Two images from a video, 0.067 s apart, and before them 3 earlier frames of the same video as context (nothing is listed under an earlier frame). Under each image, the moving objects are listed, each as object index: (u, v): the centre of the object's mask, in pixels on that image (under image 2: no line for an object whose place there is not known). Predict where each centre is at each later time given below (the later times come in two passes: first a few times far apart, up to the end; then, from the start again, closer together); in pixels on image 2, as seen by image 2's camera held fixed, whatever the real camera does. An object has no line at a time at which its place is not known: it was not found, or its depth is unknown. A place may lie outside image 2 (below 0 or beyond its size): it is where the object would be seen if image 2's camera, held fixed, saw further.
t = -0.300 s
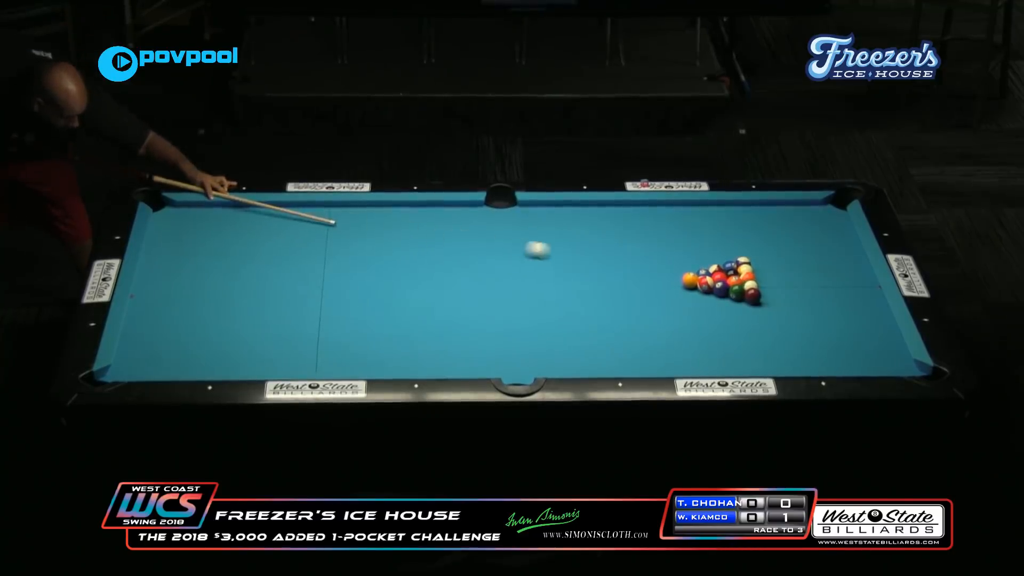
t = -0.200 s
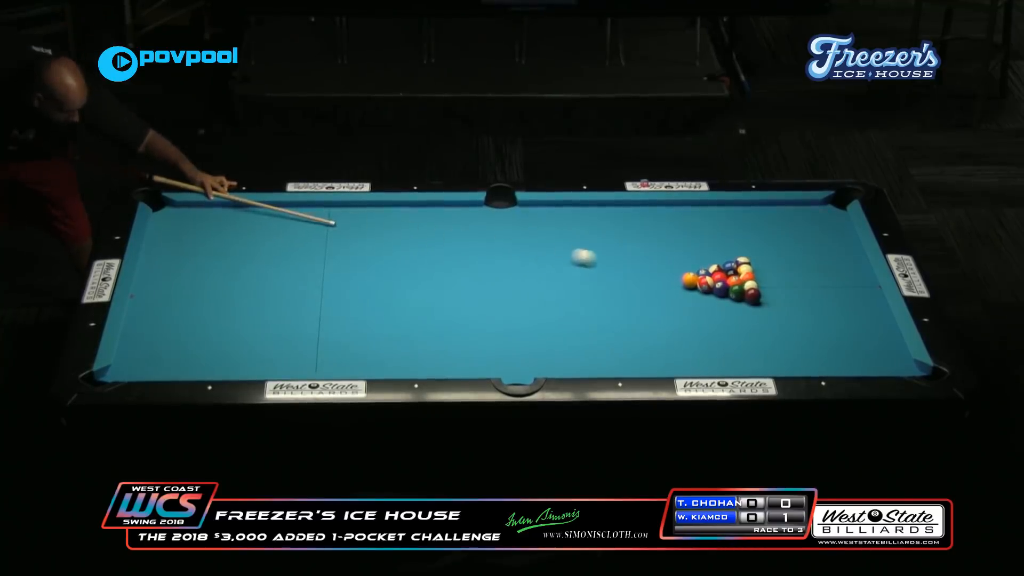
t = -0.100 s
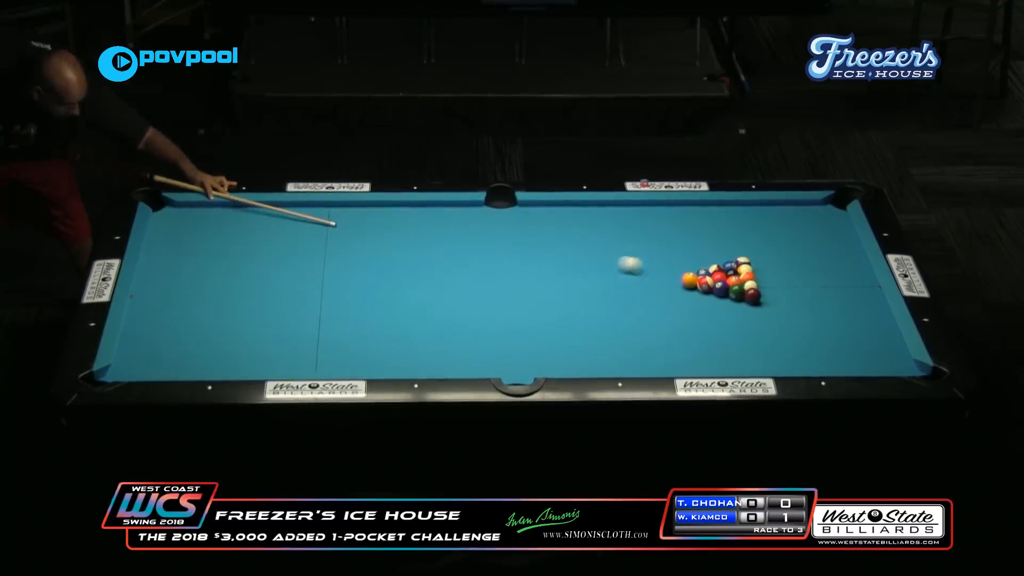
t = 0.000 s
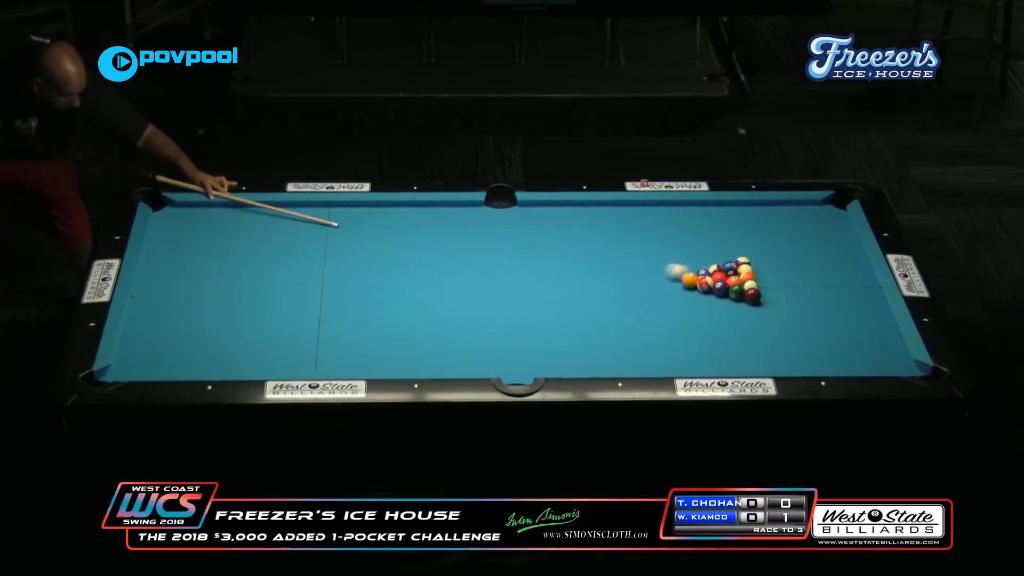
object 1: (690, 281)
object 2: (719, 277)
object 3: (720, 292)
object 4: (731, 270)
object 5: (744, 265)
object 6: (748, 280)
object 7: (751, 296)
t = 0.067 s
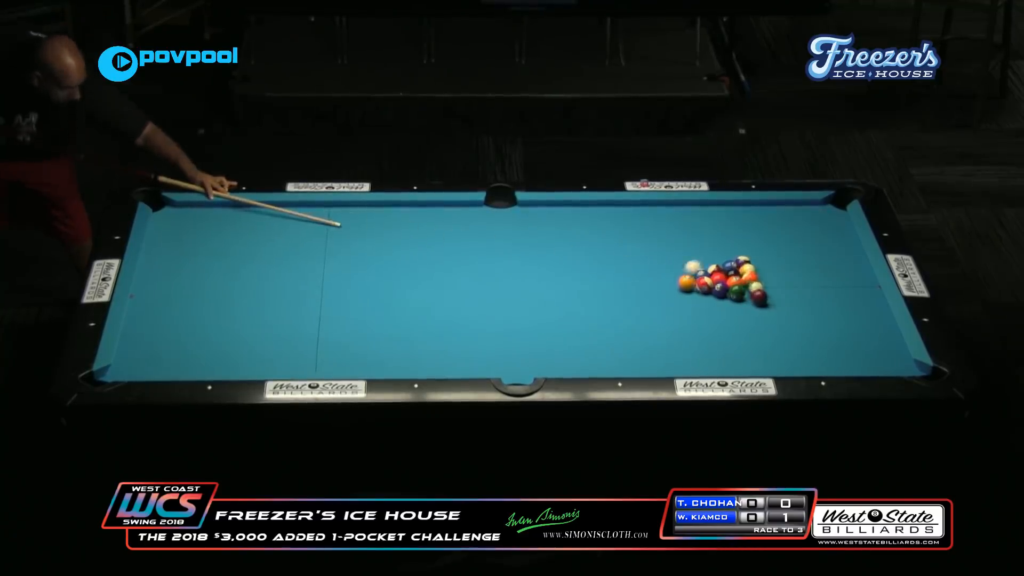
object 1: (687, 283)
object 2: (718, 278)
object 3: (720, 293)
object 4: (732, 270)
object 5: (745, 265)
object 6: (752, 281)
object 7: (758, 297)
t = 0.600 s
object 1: (658, 305)
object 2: (717, 285)
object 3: (714, 298)
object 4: (742, 276)
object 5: (778, 266)
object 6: (774, 280)
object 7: (815, 309)
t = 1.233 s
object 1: (627, 328)
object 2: (716, 290)
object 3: (709, 302)
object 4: (745, 277)
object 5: (804, 264)
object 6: (792, 280)
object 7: (873, 323)
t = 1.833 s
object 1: (602, 347)
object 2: (716, 291)
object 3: (709, 303)
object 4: (745, 277)
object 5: (821, 262)
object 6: (801, 280)
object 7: (879, 336)
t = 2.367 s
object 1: (582, 361)
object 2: (716, 292)
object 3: (709, 303)
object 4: (745, 277)
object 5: (828, 261)
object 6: (802, 280)
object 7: (866, 344)
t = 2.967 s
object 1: (568, 366)
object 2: (717, 292)
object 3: (709, 304)
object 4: (746, 277)
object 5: (829, 261)
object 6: (802, 280)
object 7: (859, 349)
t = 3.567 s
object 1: (562, 362)
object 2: (717, 292)
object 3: (710, 303)
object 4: (746, 277)
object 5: (829, 261)
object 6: (802, 280)
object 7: (857, 350)
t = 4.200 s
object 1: (560, 361)
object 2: (717, 292)
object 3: (710, 303)
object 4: (746, 277)
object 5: (830, 260)
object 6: (802, 279)
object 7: (857, 350)
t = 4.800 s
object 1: (560, 361)
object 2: (717, 292)
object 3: (709, 303)
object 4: (746, 277)
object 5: (829, 260)
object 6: (802, 280)
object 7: (856, 350)
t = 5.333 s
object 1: (560, 362)
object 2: (716, 292)
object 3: (709, 303)
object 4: (746, 277)
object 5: (829, 261)
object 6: (802, 280)
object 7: (856, 350)
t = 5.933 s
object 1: (559, 361)
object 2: (716, 292)
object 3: (709, 303)
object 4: (745, 277)
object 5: (829, 260)
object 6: (801, 279)
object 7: (856, 350)
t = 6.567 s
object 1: (560, 361)
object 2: (717, 292)
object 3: (709, 303)
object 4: (746, 277)
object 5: (829, 260)
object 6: (802, 279)
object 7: (856, 349)
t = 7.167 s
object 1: (560, 361)
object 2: (717, 291)
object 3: (709, 303)
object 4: (746, 277)
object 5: (829, 260)
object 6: (802, 279)
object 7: (856, 349)
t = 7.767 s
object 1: (560, 361)
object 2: (717, 291)
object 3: (709, 303)
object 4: (745, 277)
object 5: (829, 260)
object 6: (802, 279)
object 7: (856, 349)
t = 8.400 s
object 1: (560, 361)
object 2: (716, 291)
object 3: (709, 303)
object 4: (745, 277)
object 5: (829, 260)
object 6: (801, 279)
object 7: (856, 349)
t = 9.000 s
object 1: (559, 361)
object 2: (716, 291)
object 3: (708, 303)
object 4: (745, 277)
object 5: (829, 260)
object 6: (801, 279)
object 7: (855, 349)
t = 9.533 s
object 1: (559, 361)
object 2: (716, 292)
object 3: (708, 303)
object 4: (745, 277)
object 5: (828, 260)
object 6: (801, 279)
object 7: (855, 349)
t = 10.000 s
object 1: (559, 361)
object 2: (716, 292)
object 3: (708, 303)
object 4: (745, 277)
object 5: (829, 260)
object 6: (801, 279)
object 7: (855, 349)
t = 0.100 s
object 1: (685, 284)
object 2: (718, 278)
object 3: (719, 294)
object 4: (731, 270)
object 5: (747, 265)
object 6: (754, 281)
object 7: (762, 298)
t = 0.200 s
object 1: (680, 289)
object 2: (718, 280)
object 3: (717, 294)
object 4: (732, 271)
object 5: (755, 267)
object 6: (756, 280)
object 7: (773, 300)
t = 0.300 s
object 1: (674, 293)
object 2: (717, 281)
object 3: (716, 295)
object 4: (738, 274)
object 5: (761, 267)
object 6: (761, 280)
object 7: (784, 304)
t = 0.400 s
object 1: (669, 297)
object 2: (717, 283)
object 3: (715, 297)
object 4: (740, 274)
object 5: (767, 267)
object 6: (766, 280)
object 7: (795, 305)
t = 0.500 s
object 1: (663, 301)
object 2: (717, 284)
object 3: (714, 299)
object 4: (741, 275)
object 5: (773, 266)
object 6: (769, 280)
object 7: (804, 307)
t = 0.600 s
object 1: (658, 305)
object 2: (717, 285)
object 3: (714, 298)
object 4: (742, 276)
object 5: (778, 266)
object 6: (774, 280)
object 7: (815, 309)
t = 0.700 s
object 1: (653, 309)
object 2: (716, 286)
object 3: (713, 299)
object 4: (743, 276)
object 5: (782, 266)
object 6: (777, 280)
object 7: (824, 311)
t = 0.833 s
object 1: (646, 314)
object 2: (716, 287)
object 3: (712, 300)
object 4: (744, 277)
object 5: (788, 265)
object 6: (782, 281)
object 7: (838, 315)
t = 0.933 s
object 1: (642, 318)
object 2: (716, 288)
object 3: (712, 301)
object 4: (745, 277)
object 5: (793, 265)
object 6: (785, 280)
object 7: (846, 316)
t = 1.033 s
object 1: (637, 321)
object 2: (716, 289)
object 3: (711, 300)
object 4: (745, 277)
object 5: (797, 265)
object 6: (787, 280)
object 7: (856, 319)
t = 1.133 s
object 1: (632, 325)
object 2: (716, 289)
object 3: (710, 301)
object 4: (745, 277)
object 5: (800, 264)
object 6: (790, 280)
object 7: (865, 321)
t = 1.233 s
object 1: (627, 328)
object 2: (716, 290)
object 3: (709, 302)
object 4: (745, 277)
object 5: (804, 264)
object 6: (792, 280)
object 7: (873, 323)
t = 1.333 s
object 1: (623, 332)
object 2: (716, 290)
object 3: (709, 302)
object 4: (745, 277)
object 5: (807, 264)
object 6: (794, 280)
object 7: (882, 325)
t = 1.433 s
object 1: (618, 335)
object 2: (716, 291)
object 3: (709, 303)
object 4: (745, 277)
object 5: (810, 263)
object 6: (796, 280)
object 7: (889, 329)
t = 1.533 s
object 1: (614, 338)
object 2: (716, 291)
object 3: (709, 303)
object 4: (745, 277)
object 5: (813, 263)
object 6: (798, 280)
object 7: (888, 331)
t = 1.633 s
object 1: (610, 341)
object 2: (716, 291)
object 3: (709, 303)
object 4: (745, 277)
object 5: (816, 262)
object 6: (799, 280)
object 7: (884, 333)
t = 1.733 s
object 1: (606, 345)
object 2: (716, 291)
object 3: (709, 303)
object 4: (745, 277)
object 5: (818, 262)
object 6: (800, 280)
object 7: (882, 334)
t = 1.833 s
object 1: (602, 347)
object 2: (716, 291)
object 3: (709, 303)
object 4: (745, 277)
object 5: (821, 262)
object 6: (801, 280)
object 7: (879, 336)
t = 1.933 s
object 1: (598, 350)
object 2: (716, 292)
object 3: (709, 303)
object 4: (745, 277)
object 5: (822, 262)
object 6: (801, 280)
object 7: (876, 338)
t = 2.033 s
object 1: (594, 353)
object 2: (716, 292)
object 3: (709, 303)
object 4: (745, 277)
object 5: (824, 262)
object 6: (801, 280)
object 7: (874, 339)
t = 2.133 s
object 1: (590, 356)
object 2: (716, 292)
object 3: (709, 303)
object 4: (745, 277)
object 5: (825, 261)
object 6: (801, 280)
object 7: (871, 340)
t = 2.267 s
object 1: (586, 359)
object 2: (716, 292)
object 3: (709, 303)
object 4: (745, 277)
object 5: (827, 261)
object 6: (802, 280)
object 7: (869, 343)
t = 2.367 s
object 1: (582, 361)
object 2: (716, 292)
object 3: (709, 303)
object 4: (745, 277)
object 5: (828, 261)
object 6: (802, 280)
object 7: (866, 344)
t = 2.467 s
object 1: (579, 363)
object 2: (716, 292)
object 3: (709, 303)
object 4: (745, 277)
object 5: (829, 261)
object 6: (802, 280)
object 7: (865, 345)
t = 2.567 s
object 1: (576, 364)
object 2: (716, 292)
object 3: (709, 303)
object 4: (745, 277)
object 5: (829, 261)
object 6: (802, 280)
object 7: (863, 346)
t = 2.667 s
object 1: (574, 365)
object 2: (716, 292)
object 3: (709, 303)
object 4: (745, 277)
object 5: (829, 261)
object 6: (802, 280)
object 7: (862, 347)
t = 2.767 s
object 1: (571, 366)
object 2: (717, 292)
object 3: (709, 303)
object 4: (746, 277)
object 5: (829, 261)
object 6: (802, 280)
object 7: (861, 348)
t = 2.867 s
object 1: (570, 366)
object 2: (717, 292)
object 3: (709, 303)
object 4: (746, 277)
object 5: (829, 261)
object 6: (802, 280)
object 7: (860, 349)
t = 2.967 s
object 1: (568, 366)
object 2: (717, 292)
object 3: (709, 304)
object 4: (746, 277)
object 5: (829, 261)
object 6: (802, 280)
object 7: (859, 349)
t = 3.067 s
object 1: (567, 365)
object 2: (717, 292)
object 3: (709, 304)
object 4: (746, 277)
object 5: (829, 261)
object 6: (802, 280)
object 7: (858, 349)
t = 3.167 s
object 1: (565, 364)
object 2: (717, 292)
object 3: (709, 304)
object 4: (746, 277)
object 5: (829, 261)
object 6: (802, 280)
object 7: (858, 350)
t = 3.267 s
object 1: (564, 363)
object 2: (717, 292)
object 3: (709, 304)
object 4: (746, 277)
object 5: (829, 261)
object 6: (802, 280)
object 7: (857, 350)
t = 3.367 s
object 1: (563, 363)
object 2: (717, 292)
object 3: (709, 304)
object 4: (746, 277)
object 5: (829, 261)
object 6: (802, 280)
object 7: (857, 350)
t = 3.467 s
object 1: (563, 363)
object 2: (717, 292)
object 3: (709, 304)
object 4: (746, 277)
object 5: (829, 261)
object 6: (802, 280)
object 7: (857, 350)
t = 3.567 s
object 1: (562, 362)
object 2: (717, 292)
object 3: (710, 303)
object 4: (746, 277)
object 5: (829, 261)
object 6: (802, 280)
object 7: (857, 350)
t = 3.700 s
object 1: (561, 362)
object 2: (717, 292)
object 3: (710, 303)
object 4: (746, 277)
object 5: (829, 260)
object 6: (802, 280)
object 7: (856, 350)
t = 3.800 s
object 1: (561, 362)
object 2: (717, 292)
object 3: (710, 303)
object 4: (746, 277)
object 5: (829, 260)
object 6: (802, 279)
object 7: (857, 350)
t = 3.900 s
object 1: (561, 362)
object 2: (717, 292)
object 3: (710, 303)
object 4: (746, 277)
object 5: (829, 260)
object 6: (802, 280)
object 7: (857, 350)
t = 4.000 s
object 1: (560, 361)
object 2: (717, 292)
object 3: (710, 303)
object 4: (746, 277)
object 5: (829, 260)
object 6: (802, 279)
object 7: (857, 350)
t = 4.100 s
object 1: (560, 361)
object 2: (717, 292)
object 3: (710, 303)
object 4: (746, 277)
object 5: (829, 260)
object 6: (802, 279)
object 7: (857, 350)
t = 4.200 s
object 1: (560, 361)
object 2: (717, 292)
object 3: (710, 303)
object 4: (746, 277)
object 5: (830, 260)
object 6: (802, 279)
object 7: (857, 350)
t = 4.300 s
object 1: (560, 361)
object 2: (717, 292)
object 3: (710, 303)
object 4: (746, 277)
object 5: (830, 260)
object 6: (802, 279)
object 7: (857, 350)
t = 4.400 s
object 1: (560, 361)
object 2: (717, 292)
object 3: (709, 303)
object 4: (746, 277)
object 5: (830, 260)
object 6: (802, 279)
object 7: (856, 350)
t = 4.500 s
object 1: (560, 361)
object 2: (717, 292)
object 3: (709, 303)
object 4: (746, 277)
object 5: (829, 260)
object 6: (802, 279)
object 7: (856, 350)
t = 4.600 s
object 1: (560, 361)
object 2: (717, 292)
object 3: (709, 303)
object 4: (746, 277)
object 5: (829, 260)
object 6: (802, 279)
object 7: (856, 350)
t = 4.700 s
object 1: (560, 362)
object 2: (717, 292)
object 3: (709, 303)
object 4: (746, 277)
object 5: (829, 260)
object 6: (802, 279)
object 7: (856, 350)
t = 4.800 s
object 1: (560, 361)
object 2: (717, 292)
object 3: (709, 303)
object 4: (746, 277)
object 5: (829, 260)
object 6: (802, 280)
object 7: (856, 350)
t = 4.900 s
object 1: (560, 361)
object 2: (717, 292)
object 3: (709, 303)
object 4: (746, 277)
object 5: (829, 260)
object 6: (802, 280)
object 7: (856, 350)
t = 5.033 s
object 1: (560, 362)
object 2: (717, 292)
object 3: (709, 303)
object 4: (746, 277)
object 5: (829, 260)
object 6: (802, 279)
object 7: (856, 350)
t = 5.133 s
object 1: (560, 362)
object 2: (717, 292)
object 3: (709, 303)
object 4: (746, 277)
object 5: (829, 260)
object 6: (802, 280)
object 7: (856, 350)
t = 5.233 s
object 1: (560, 362)
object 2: (716, 292)
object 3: (709, 303)
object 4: (746, 277)
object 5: (829, 260)
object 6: (802, 279)
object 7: (856, 350)
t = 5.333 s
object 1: (560, 362)
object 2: (716, 292)
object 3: (709, 303)
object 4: (746, 277)
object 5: (829, 261)
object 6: (802, 280)
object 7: (856, 350)
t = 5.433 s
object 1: (560, 362)
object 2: (716, 292)
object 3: (709, 303)
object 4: (746, 277)
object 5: (829, 260)
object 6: (802, 280)
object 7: (856, 350)
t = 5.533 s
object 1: (560, 361)
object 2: (716, 292)
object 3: (709, 303)
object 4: (746, 277)
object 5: (829, 260)
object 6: (802, 280)
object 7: (856, 350)
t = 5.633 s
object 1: (560, 361)
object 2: (716, 292)
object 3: (708, 303)
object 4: (745, 277)
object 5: (829, 260)
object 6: (801, 279)
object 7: (856, 350)
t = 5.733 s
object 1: (559, 361)
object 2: (716, 292)
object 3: (709, 303)
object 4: (745, 277)
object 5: (829, 260)
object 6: (801, 279)
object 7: (856, 350)
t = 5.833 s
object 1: (559, 361)
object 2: (716, 292)
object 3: (709, 303)
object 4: (745, 277)
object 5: (829, 260)
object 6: (801, 279)
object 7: (856, 350)
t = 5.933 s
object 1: (559, 361)
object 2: (716, 292)
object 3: (709, 303)
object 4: (745, 277)
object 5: (829, 260)
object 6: (801, 279)
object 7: (856, 350)
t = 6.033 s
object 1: (559, 361)
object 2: (716, 292)
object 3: (709, 303)
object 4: (745, 276)
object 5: (829, 260)
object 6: (801, 279)
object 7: (856, 349)
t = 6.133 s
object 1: (560, 361)
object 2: (716, 292)
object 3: (709, 303)
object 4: (745, 277)
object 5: (829, 260)
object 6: (801, 279)
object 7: (856, 350)
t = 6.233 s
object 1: (559, 361)
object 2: (716, 292)
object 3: (709, 303)
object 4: (745, 277)
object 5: (829, 260)
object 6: (801, 279)
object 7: (856, 349)
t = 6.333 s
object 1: (560, 361)
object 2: (716, 292)
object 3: (709, 303)
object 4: (746, 277)
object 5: (829, 260)
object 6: (802, 279)
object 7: (856, 349)
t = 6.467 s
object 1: (560, 361)
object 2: (717, 292)
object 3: (709, 303)
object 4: (746, 277)
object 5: (829, 260)
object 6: (802, 279)
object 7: (856, 349)
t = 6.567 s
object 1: (560, 361)
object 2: (717, 292)
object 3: (709, 303)
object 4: (746, 277)
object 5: (829, 260)
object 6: (802, 279)
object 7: (856, 349)
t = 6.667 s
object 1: (560, 361)
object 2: (717, 292)
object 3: (709, 303)
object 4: (746, 277)
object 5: (829, 260)
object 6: (802, 279)
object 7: (856, 349)
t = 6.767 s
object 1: (560, 361)
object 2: (717, 292)
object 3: (710, 303)
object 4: (746, 277)
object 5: (830, 260)
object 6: (802, 279)
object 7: (856, 349)
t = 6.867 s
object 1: (560, 361)
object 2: (717, 292)
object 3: (709, 303)
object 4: (746, 277)
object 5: (829, 260)
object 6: (802, 279)
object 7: (856, 349)
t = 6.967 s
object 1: (560, 361)
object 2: (717, 292)
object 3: (709, 303)
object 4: (746, 277)
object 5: (829, 260)
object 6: (802, 279)
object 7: (856, 349)
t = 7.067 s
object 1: (560, 361)
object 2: (717, 291)
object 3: (709, 303)
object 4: (746, 277)
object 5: (829, 260)
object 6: (802, 279)
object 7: (856, 349)
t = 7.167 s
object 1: (560, 361)
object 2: (717, 291)
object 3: (709, 303)
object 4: (746, 277)
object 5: (829, 260)
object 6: (802, 279)
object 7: (856, 349)
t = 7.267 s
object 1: (560, 361)
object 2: (717, 292)
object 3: (709, 303)
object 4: (746, 277)
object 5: (829, 260)
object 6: (802, 279)
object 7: (856, 349)
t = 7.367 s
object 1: (560, 361)
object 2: (717, 291)
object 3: (709, 303)
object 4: (746, 277)
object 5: (829, 260)
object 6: (802, 279)
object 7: (856, 349)
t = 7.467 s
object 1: (560, 361)
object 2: (717, 291)
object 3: (709, 303)
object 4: (746, 277)
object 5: (829, 260)
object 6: (802, 279)
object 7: (856, 349)
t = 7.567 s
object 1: (560, 360)
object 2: (717, 291)
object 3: (709, 303)
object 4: (746, 277)
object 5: (829, 260)
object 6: (802, 279)
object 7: (856, 349)
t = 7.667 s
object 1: (560, 361)
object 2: (717, 291)
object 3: (709, 303)
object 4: (745, 277)
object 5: (829, 260)
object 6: (802, 279)
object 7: (856, 349)
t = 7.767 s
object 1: (560, 361)
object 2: (717, 291)
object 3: (709, 303)
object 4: (745, 277)
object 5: (829, 260)
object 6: (802, 279)
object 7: (856, 349)
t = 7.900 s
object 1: (560, 360)
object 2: (716, 291)
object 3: (709, 303)
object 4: (746, 277)
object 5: (829, 260)
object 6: (802, 279)
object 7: (856, 349)
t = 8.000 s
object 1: (560, 361)
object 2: (716, 291)
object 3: (709, 303)
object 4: (746, 277)
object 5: (829, 260)
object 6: (802, 279)
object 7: (856, 349)
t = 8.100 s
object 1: (560, 361)
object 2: (716, 291)
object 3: (709, 303)
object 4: (746, 277)
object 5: (829, 260)
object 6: (801, 279)
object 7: (856, 349)
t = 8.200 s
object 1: (560, 361)
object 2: (716, 291)
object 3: (709, 303)
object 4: (745, 277)
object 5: (829, 260)
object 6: (802, 279)
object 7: (856, 349)
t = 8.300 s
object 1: (560, 360)
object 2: (716, 291)
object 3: (709, 303)
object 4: (745, 277)
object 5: (829, 260)
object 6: (801, 279)
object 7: (856, 349)
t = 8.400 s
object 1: (560, 361)
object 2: (716, 291)
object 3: (709, 303)
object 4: (745, 277)
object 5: (829, 260)
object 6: (801, 279)
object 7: (856, 349)
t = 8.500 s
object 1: (560, 360)
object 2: (716, 291)
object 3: (709, 303)
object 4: (745, 277)
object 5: (829, 260)
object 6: (801, 279)
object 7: (856, 349)
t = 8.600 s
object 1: (559, 360)
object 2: (716, 291)
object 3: (709, 303)
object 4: (745, 277)
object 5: (829, 260)
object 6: (801, 279)
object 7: (856, 349)
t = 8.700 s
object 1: (559, 361)
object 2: (716, 291)
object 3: (708, 303)
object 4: (745, 277)
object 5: (829, 260)
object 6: (801, 279)
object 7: (856, 349)
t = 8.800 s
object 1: (559, 360)
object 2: (716, 291)
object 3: (708, 303)
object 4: (745, 277)
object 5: (829, 260)
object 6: (801, 279)
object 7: (856, 349)
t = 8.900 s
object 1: (559, 360)
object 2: (716, 291)
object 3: (708, 303)
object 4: (745, 277)
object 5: (829, 260)
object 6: (801, 279)
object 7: (856, 349)
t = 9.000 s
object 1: (559, 361)
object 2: (716, 291)
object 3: (708, 303)
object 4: (745, 277)
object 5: (829, 260)
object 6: (801, 279)
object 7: (855, 349)
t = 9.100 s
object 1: (559, 361)
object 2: (716, 291)
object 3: (708, 303)
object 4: (745, 277)
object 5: (828, 260)
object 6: (801, 279)
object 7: (855, 349)
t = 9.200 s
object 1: (559, 361)
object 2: (716, 292)
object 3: (708, 303)
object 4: (745, 277)
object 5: (828, 260)
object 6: (801, 279)
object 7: (855, 349)
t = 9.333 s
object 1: (559, 361)
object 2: (716, 292)
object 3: (708, 303)
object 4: (745, 277)
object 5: (829, 260)
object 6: (801, 279)
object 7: (855, 349)
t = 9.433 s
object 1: (559, 361)
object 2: (716, 292)
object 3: (708, 303)
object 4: (745, 277)
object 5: (828, 260)
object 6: (801, 279)
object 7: (855, 349)
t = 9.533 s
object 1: (559, 361)
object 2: (716, 292)
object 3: (708, 303)
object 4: (745, 277)
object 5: (828, 260)
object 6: (801, 279)
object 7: (855, 349)
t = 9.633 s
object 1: (559, 361)
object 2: (716, 292)
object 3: (708, 303)
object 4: (745, 277)
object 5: (829, 260)
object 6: (801, 279)
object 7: (855, 349)
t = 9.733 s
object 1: (559, 361)
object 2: (716, 292)
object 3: (708, 303)
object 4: (745, 277)
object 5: (828, 260)
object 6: (801, 279)
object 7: (855, 349)
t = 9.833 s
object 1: (559, 361)
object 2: (716, 292)
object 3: (708, 303)
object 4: (745, 277)
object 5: (829, 260)
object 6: (801, 279)
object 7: (855, 349)
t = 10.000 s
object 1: (559, 361)
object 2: (716, 292)
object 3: (708, 303)
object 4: (745, 277)
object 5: (829, 260)
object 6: (801, 279)
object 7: (855, 349)
